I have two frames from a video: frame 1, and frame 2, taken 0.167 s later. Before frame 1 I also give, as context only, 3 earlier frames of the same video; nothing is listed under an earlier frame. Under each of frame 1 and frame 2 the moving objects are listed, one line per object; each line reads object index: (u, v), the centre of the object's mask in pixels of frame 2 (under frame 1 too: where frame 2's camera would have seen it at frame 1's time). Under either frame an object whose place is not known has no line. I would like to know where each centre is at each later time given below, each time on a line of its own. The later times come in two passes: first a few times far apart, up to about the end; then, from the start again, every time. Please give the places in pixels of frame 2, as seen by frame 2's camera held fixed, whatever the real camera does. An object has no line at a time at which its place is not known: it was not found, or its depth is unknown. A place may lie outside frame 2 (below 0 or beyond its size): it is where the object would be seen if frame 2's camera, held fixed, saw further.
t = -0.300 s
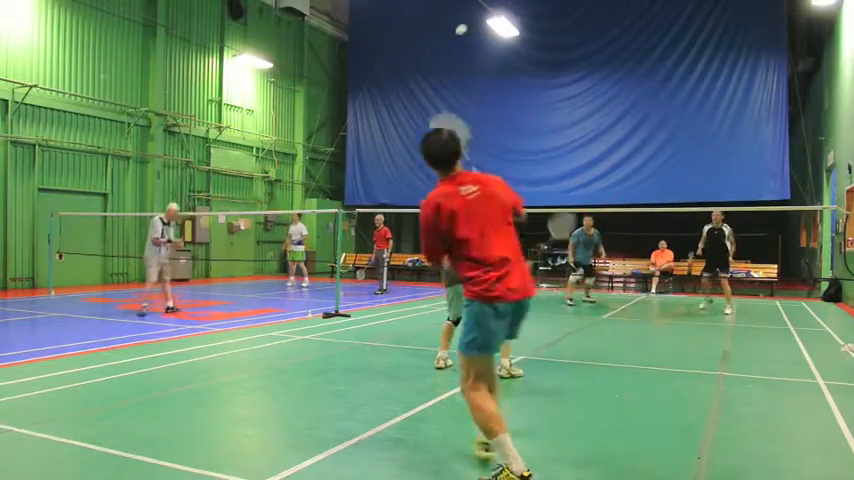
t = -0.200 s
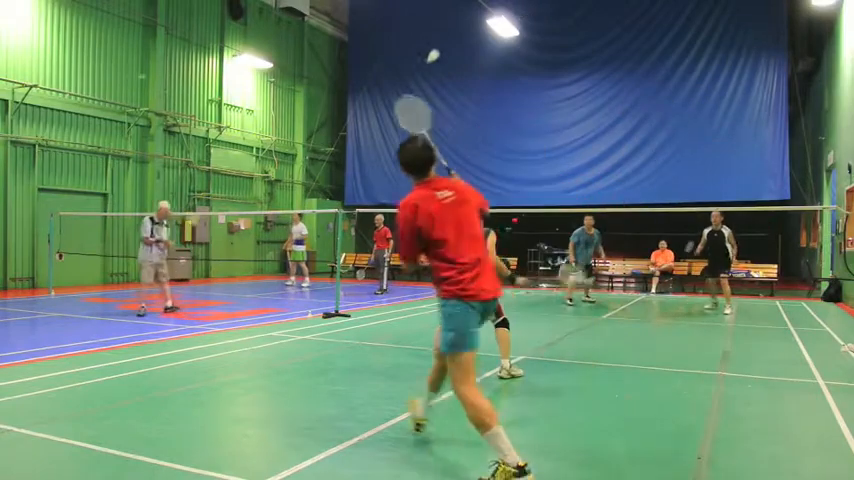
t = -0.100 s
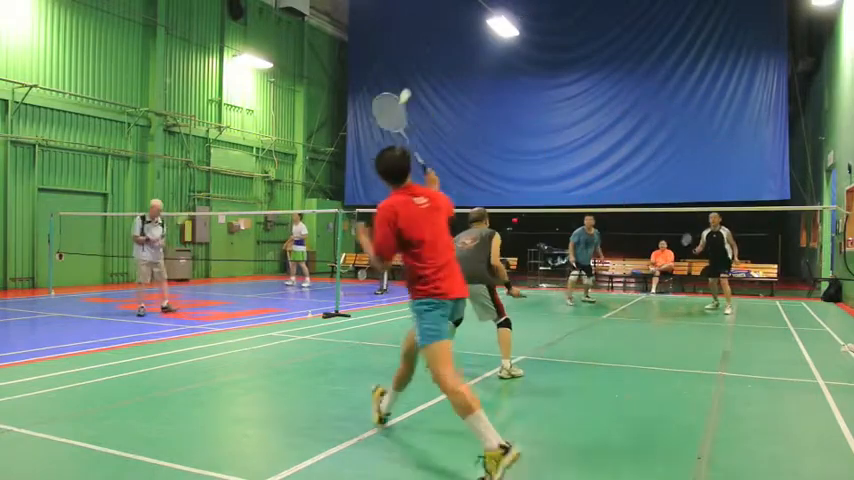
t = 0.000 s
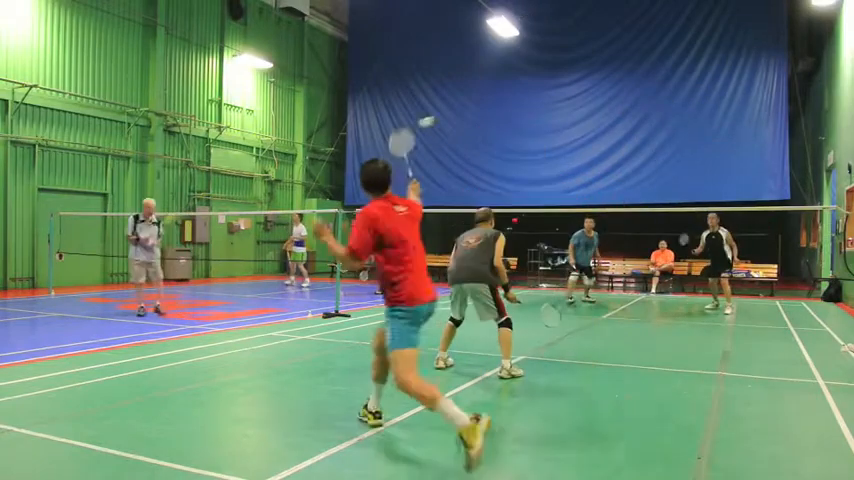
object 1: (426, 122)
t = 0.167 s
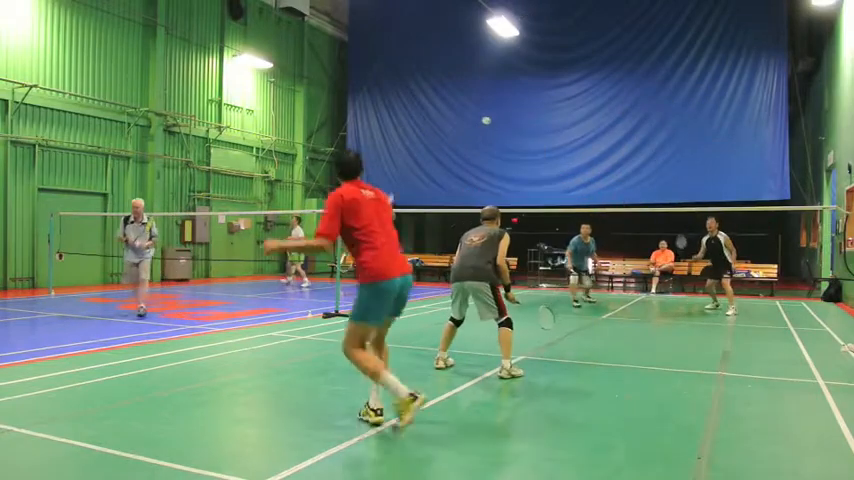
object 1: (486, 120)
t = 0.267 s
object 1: (505, 131)
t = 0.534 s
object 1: (532, 181)
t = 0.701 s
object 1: (543, 221)
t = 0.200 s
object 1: (493, 123)
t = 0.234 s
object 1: (499, 127)
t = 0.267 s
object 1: (505, 131)
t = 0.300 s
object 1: (508, 136)
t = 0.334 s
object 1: (514, 141)
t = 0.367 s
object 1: (517, 147)
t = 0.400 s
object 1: (521, 152)
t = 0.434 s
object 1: (524, 159)
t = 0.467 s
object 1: (527, 166)
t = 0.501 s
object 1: (529, 173)
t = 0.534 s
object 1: (532, 181)
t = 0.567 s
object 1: (534, 188)
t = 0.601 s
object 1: (537, 196)
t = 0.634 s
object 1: (539, 204)
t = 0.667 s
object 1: (541, 213)
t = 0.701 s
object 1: (543, 221)
